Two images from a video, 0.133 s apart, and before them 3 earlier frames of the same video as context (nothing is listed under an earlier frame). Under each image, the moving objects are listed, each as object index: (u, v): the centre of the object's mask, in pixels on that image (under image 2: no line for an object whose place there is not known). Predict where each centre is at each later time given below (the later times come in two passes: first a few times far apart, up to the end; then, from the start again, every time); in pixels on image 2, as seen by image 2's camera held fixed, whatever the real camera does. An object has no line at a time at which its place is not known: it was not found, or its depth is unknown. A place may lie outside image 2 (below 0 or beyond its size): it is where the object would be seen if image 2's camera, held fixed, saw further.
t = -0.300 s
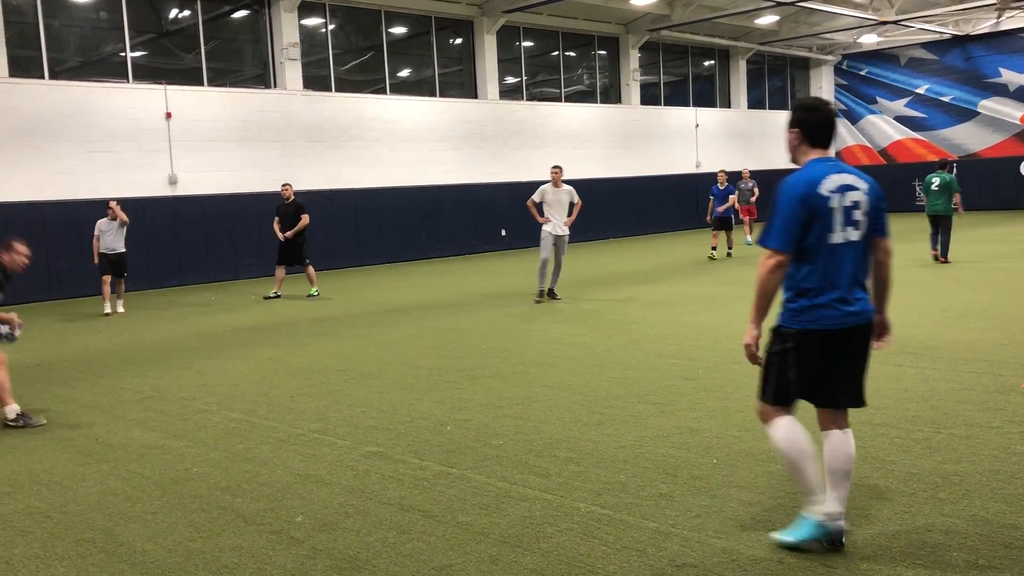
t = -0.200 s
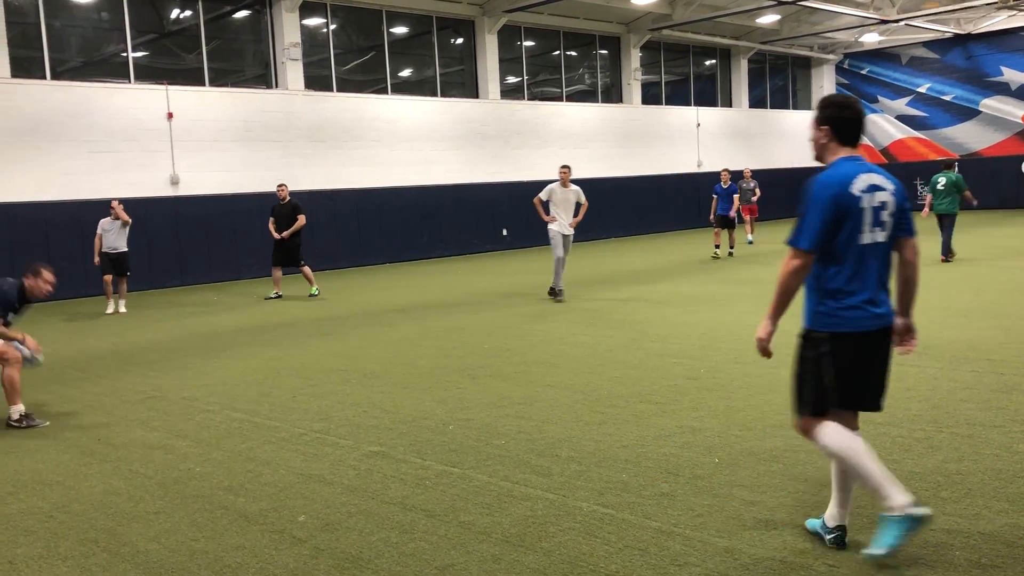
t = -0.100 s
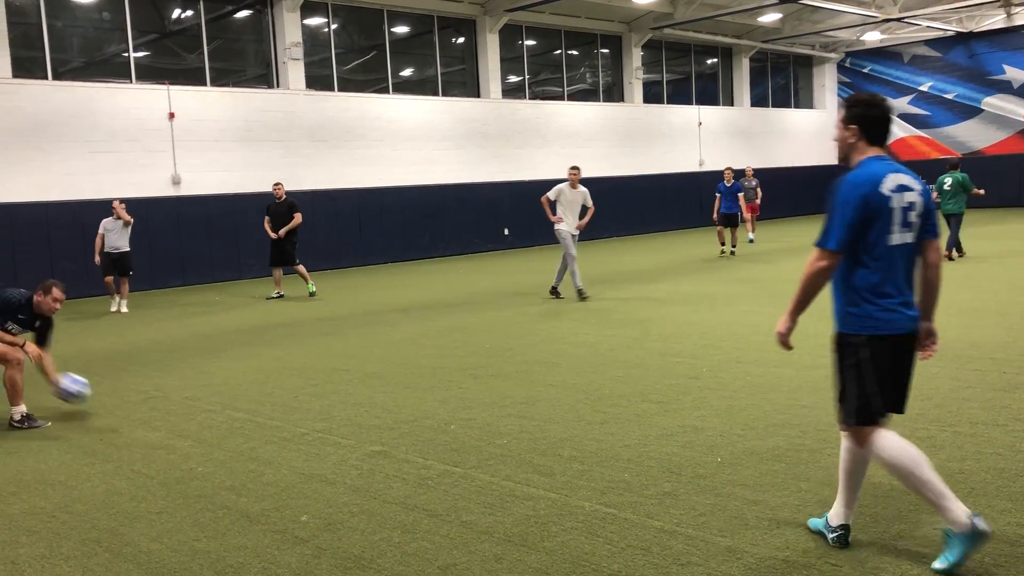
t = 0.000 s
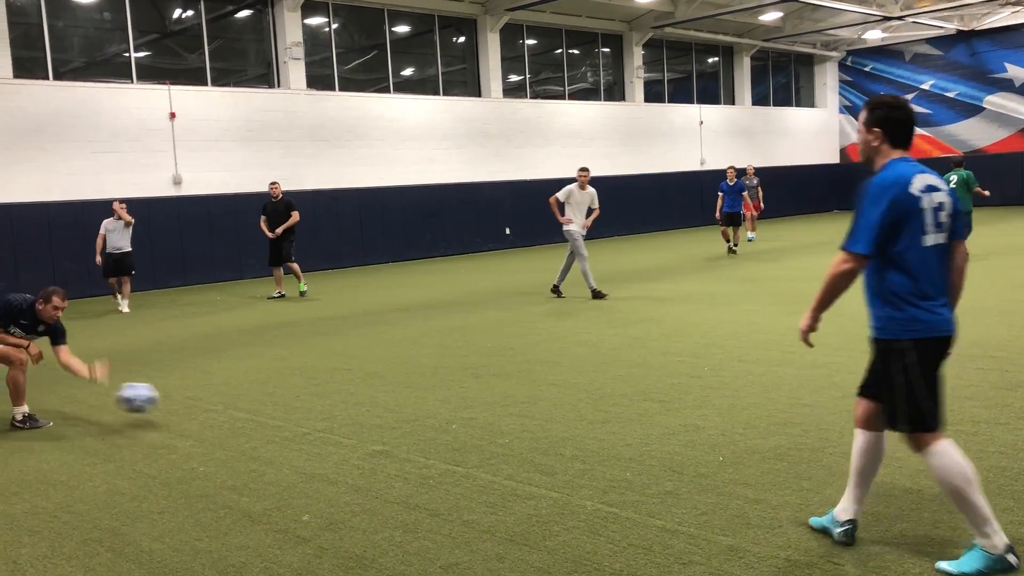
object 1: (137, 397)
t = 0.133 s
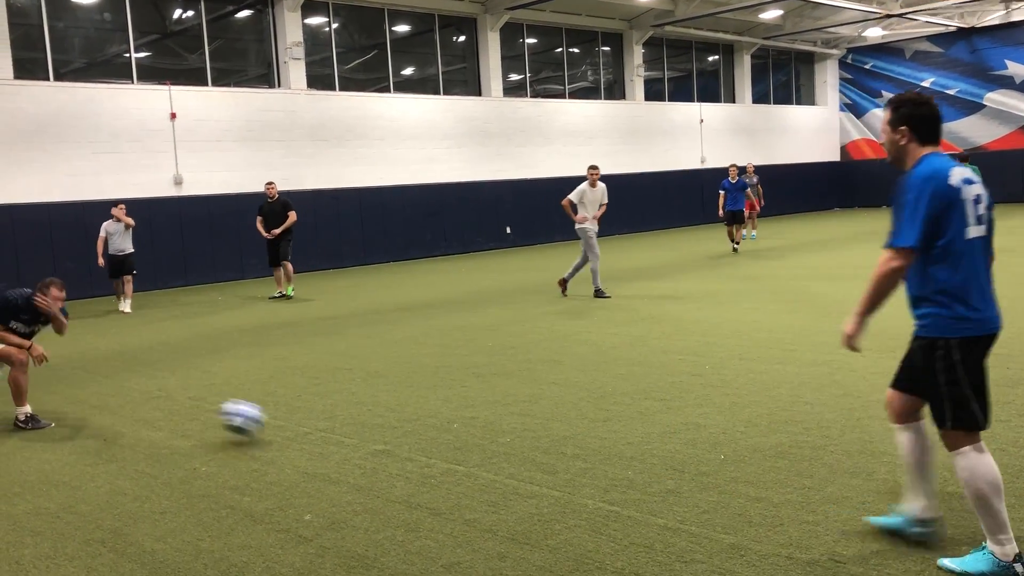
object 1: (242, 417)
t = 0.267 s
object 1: (359, 432)
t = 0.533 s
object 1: (642, 467)
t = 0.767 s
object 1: (954, 503)
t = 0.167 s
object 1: (271, 427)
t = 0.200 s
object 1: (301, 435)
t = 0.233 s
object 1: (329, 431)
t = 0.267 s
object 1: (359, 432)
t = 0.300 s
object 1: (391, 434)
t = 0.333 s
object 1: (423, 438)
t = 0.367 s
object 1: (458, 444)
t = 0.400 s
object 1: (494, 454)
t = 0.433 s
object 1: (530, 466)
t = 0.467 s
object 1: (569, 469)
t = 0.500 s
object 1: (604, 466)
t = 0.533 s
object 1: (642, 467)
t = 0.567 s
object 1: (682, 470)
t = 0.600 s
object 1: (724, 477)
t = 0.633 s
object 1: (769, 489)
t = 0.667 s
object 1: (817, 502)
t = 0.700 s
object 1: (861, 503)
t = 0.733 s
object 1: (906, 500)
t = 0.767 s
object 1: (954, 503)
